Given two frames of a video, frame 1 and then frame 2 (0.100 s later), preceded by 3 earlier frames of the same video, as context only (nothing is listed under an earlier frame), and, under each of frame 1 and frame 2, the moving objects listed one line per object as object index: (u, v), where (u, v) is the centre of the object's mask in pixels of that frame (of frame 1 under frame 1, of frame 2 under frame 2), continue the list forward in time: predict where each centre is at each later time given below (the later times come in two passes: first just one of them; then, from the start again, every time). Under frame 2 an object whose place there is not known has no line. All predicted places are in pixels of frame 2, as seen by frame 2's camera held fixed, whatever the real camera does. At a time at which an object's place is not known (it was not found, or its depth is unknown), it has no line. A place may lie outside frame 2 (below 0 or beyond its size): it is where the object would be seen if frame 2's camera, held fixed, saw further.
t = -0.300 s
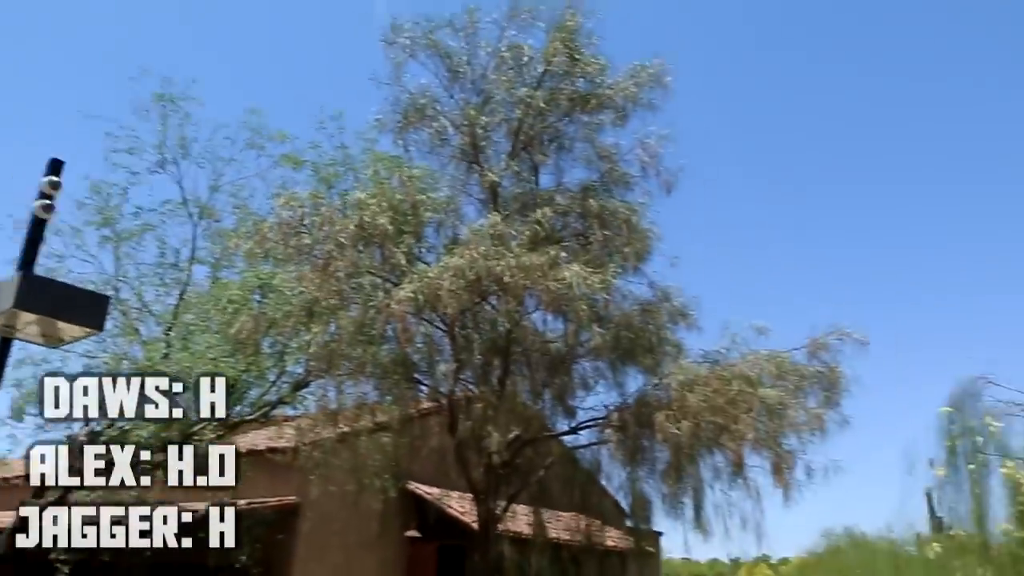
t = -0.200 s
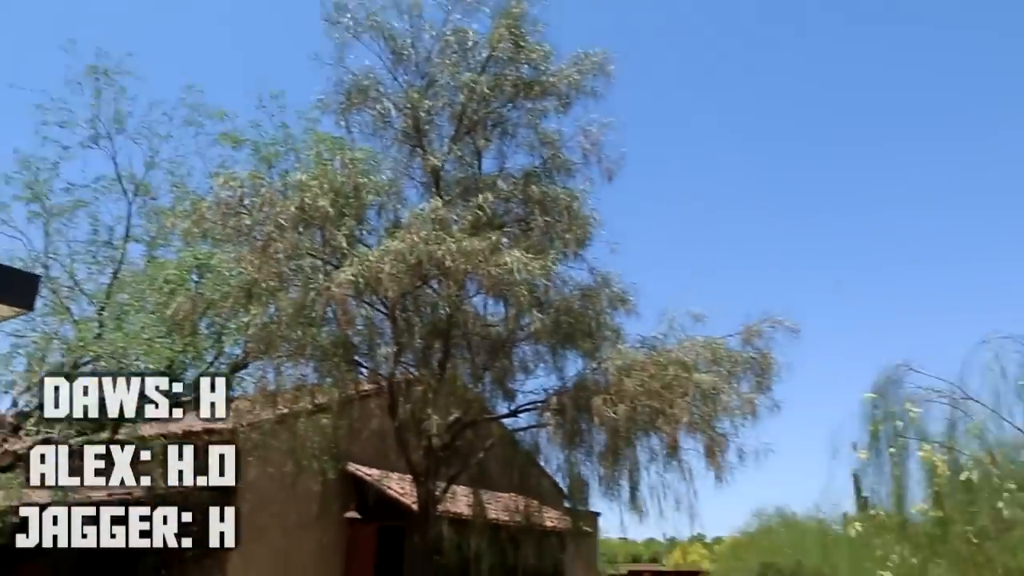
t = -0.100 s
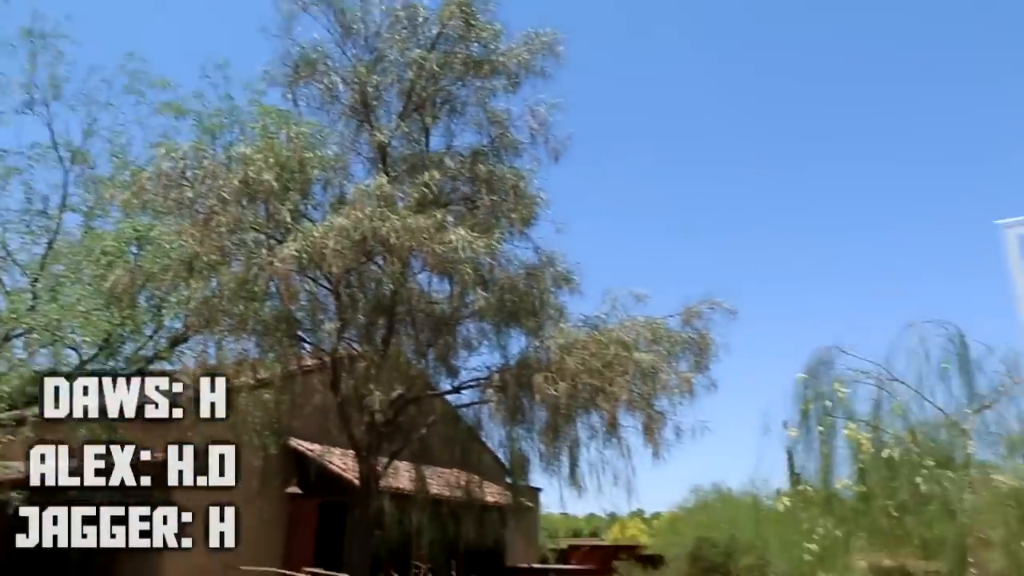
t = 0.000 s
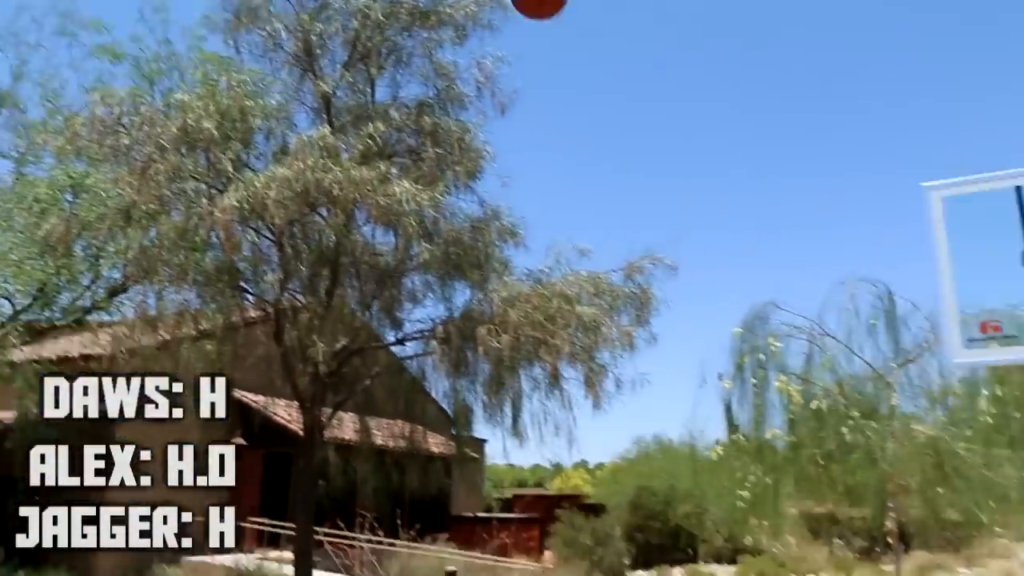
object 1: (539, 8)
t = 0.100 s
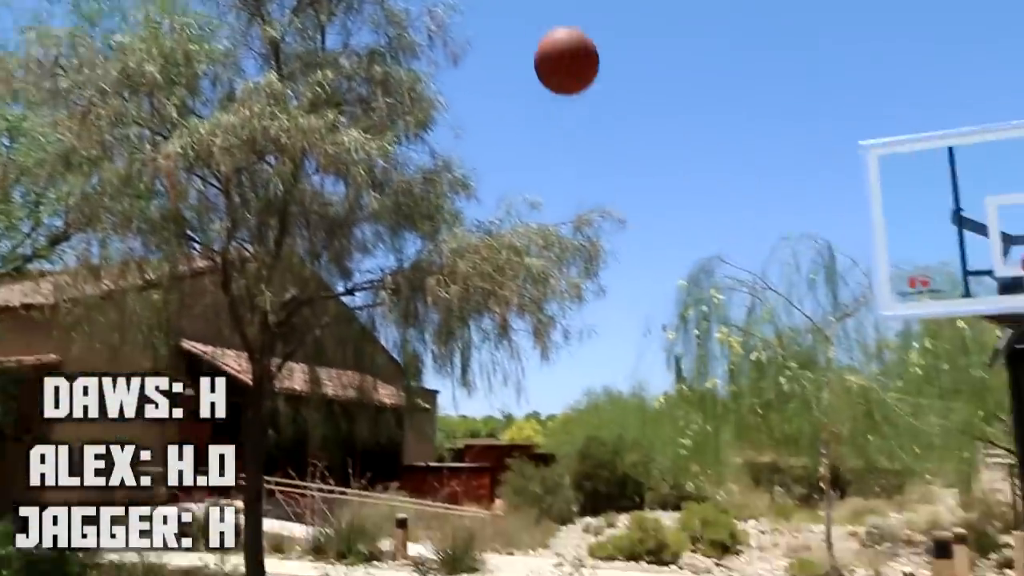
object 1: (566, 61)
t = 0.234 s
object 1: (671, 282)
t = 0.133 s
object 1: (592, 110)
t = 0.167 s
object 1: (618, 162)
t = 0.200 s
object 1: (646, 221)
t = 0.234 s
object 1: (671, 282)
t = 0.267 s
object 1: (695, 344)
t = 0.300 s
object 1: (717, 412)
